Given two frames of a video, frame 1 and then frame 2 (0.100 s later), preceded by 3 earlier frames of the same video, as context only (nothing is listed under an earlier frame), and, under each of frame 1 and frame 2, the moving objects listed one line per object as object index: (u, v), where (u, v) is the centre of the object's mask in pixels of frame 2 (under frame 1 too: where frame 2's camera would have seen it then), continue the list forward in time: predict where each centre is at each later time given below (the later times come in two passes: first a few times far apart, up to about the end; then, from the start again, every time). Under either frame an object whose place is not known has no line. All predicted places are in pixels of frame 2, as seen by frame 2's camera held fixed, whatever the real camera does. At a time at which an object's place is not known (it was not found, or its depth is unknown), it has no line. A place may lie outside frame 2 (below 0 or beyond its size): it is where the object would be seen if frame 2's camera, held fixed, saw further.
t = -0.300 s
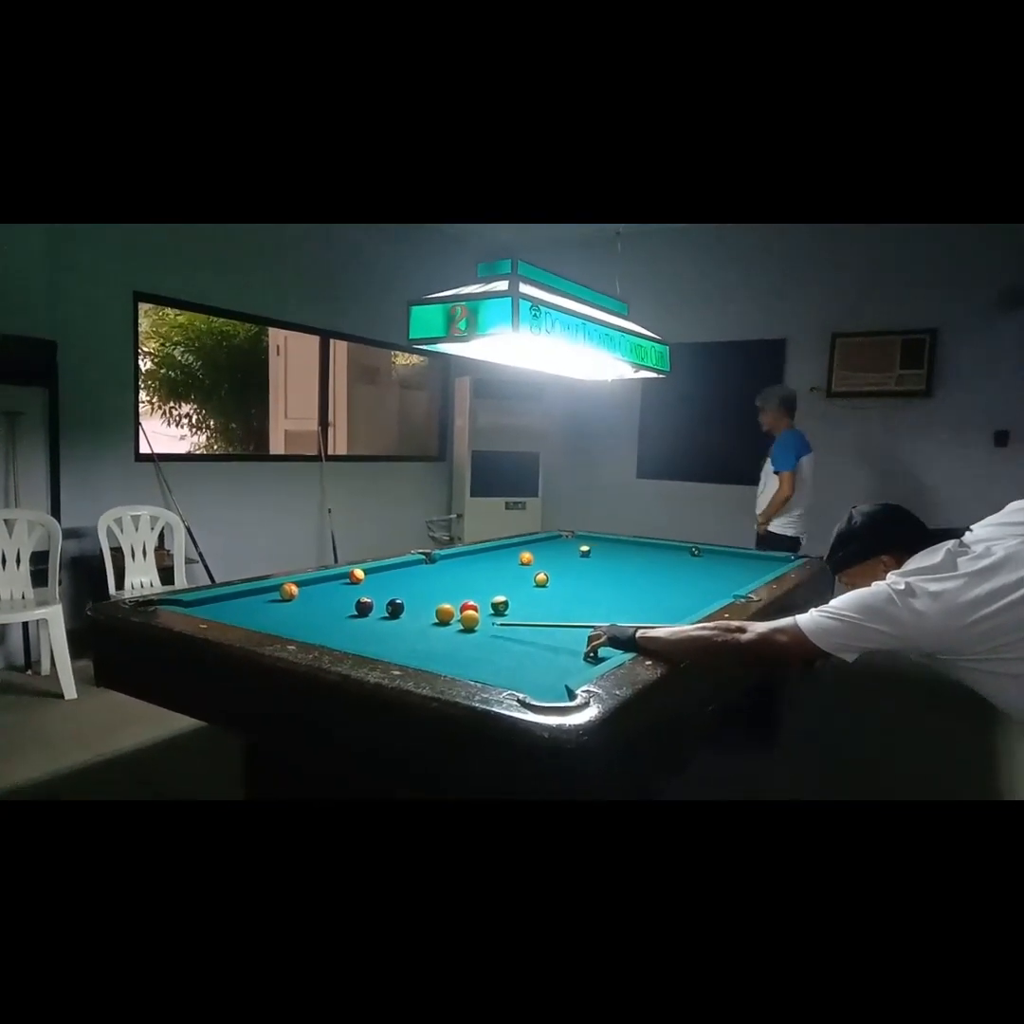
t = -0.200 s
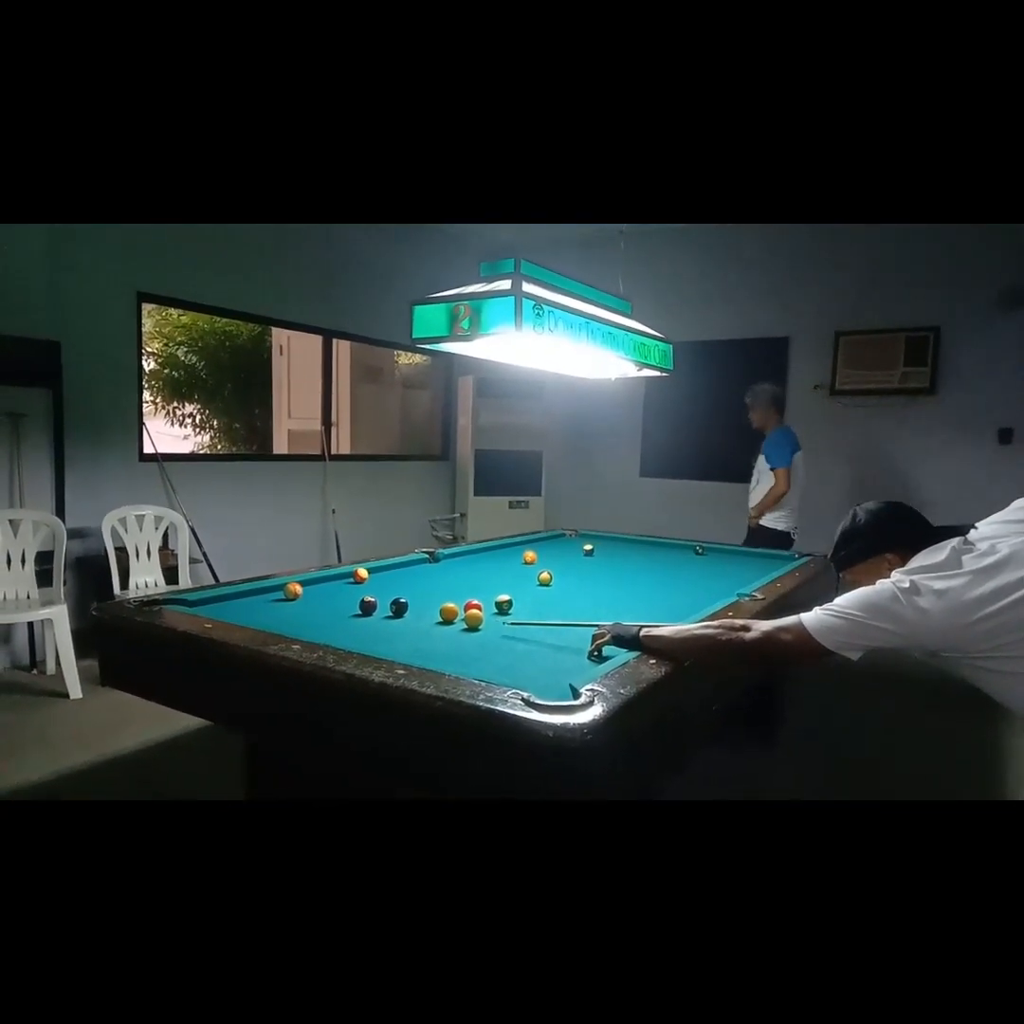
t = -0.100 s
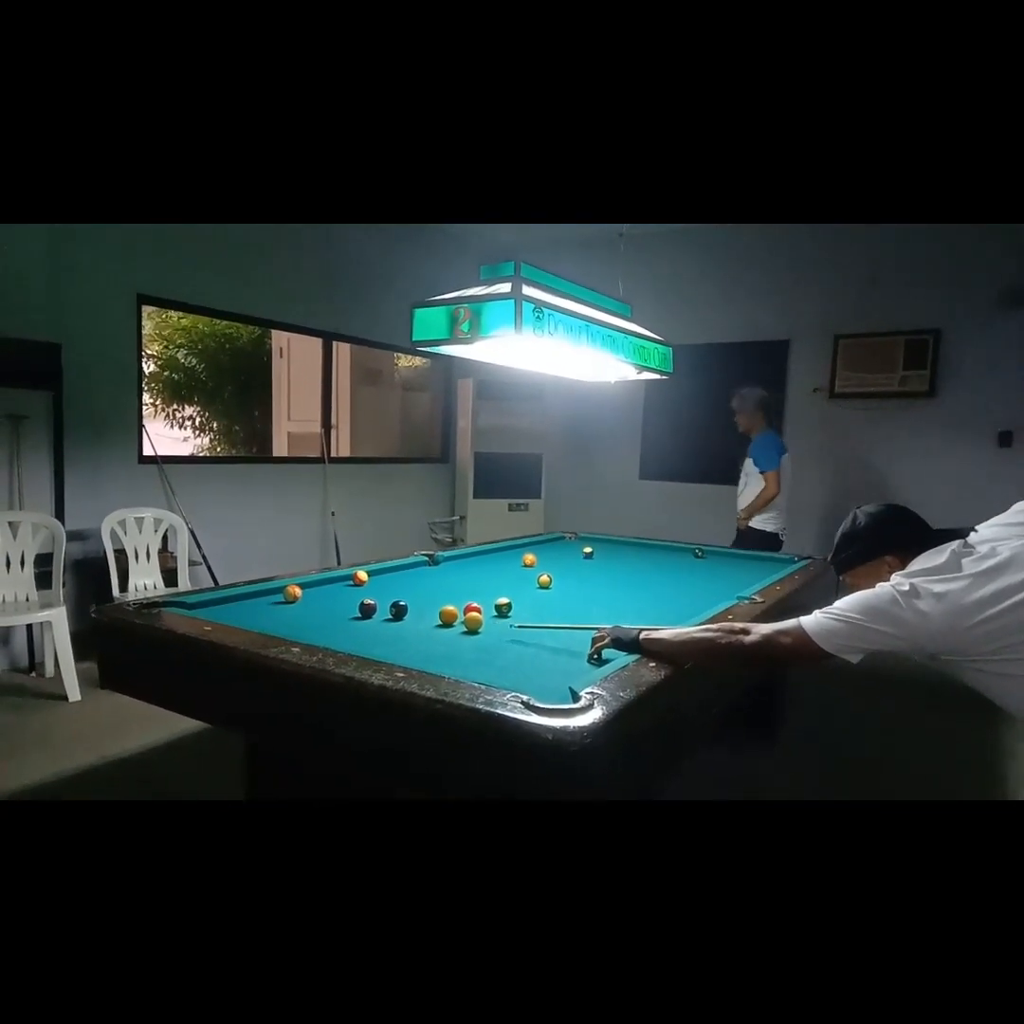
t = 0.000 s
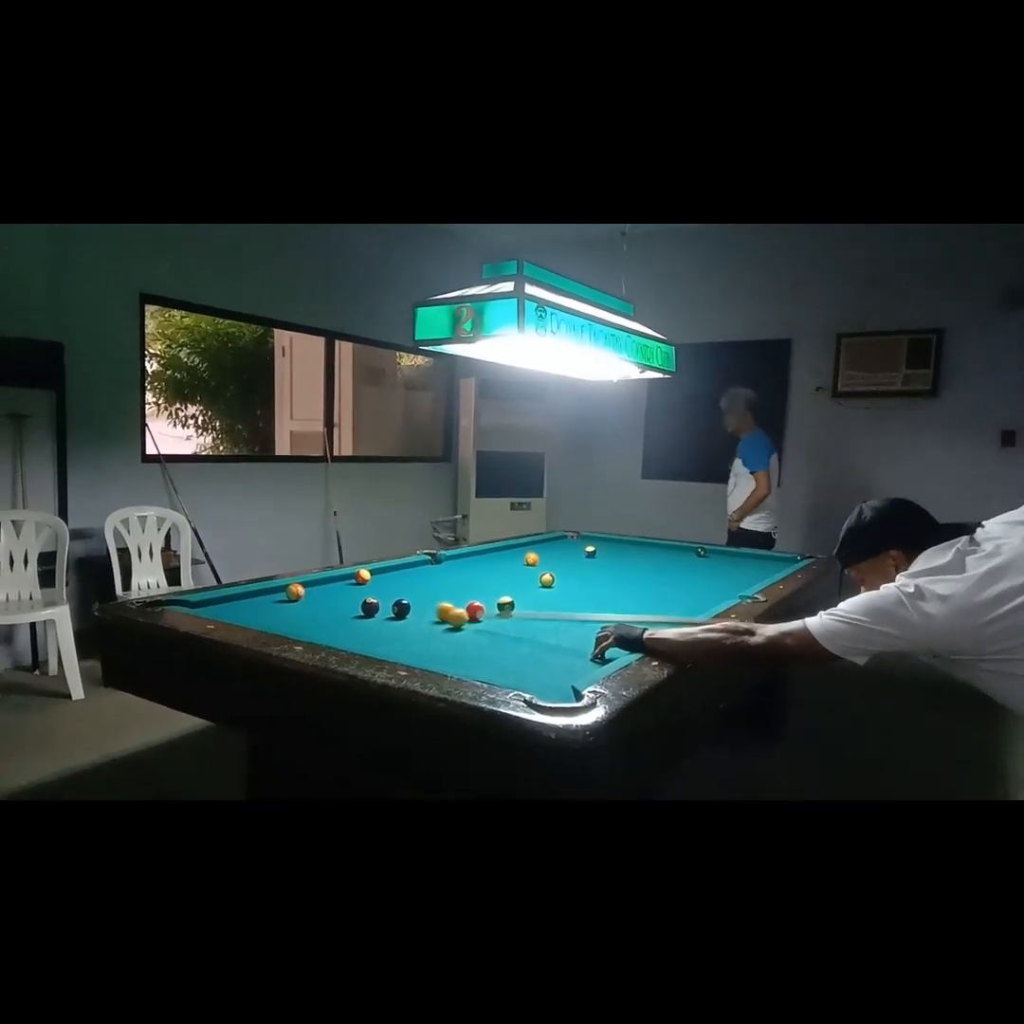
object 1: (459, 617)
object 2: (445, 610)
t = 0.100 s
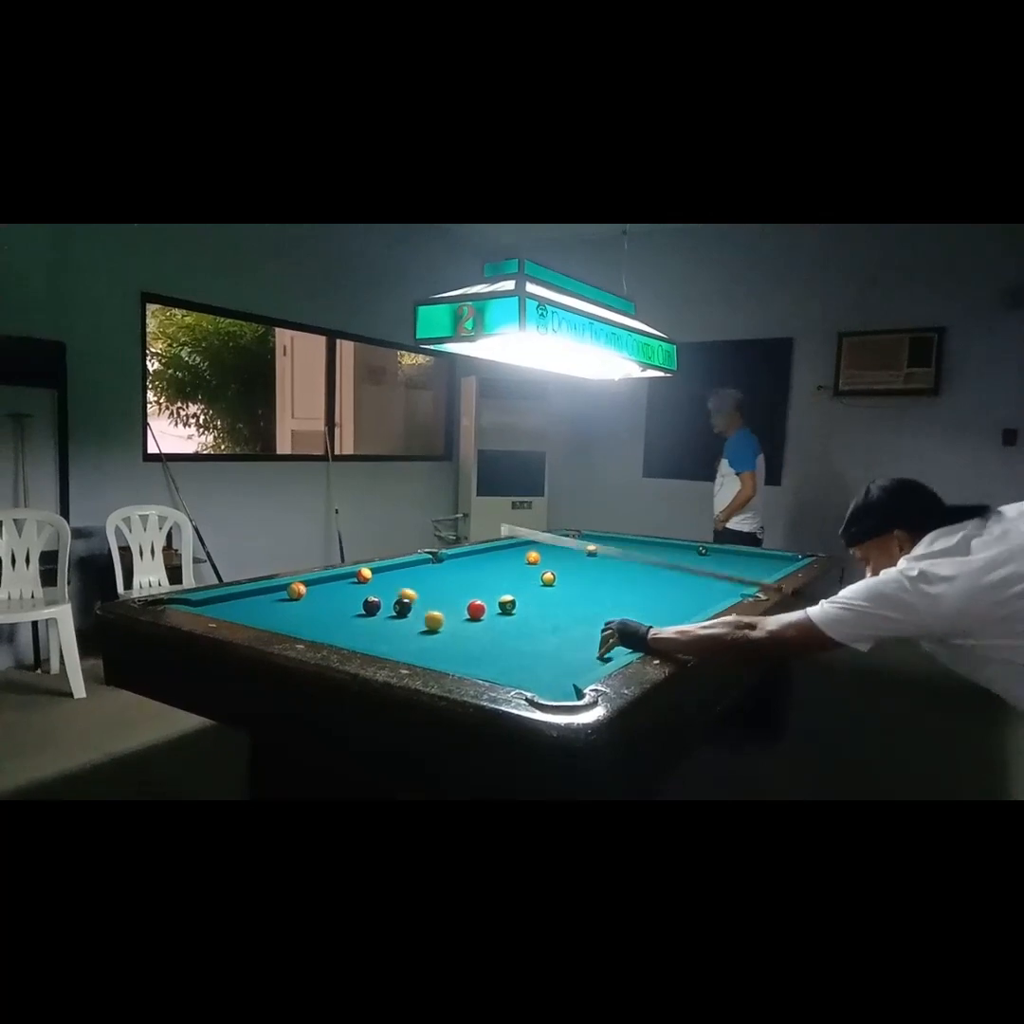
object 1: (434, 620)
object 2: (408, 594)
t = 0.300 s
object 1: (404, 628)
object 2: (351, 579)
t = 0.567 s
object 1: (371, 637)
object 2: (372, 582)
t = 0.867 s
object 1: (362, 635)
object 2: (405, 588)
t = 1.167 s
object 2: (439, 595)
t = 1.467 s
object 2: (472, 601)
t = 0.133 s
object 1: (427, 621)
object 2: (396, 592)
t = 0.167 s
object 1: (422, 623)
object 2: (386, 589)
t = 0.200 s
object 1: (416, 624)
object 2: (377, 586)
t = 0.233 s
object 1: (412, 625)
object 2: (368, 584)
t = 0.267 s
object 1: (407, 627)
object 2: (358, 581)
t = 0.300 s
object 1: (404, 628)
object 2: (351, 579)
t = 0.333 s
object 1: (400, 630)
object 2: (344, 575)
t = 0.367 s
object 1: (395, 630)
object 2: (348, 575)
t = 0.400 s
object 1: (391, 632)
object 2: (353, 577)
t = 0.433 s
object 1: (388, 634)
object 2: (357, 578)
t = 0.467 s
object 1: (386, 635)
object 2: (362, 579)
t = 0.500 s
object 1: (381, 636)
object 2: (365, 580)
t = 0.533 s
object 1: (376, 636)
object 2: (369, 581)
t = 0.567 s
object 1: (371, 637)
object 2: (372, 582)
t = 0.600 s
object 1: (367, 638)
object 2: (376, 582)
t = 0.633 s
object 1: (363, 638)
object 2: (380, 583)
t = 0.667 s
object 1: (361, 637)
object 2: (384, 584)
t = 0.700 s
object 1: (362, 637)
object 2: (387, 584)
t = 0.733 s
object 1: (362, 637)
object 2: (390, 585)
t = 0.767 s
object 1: (362, 637)
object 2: (394, 586)
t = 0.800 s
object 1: (362, 636)
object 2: (398, 587)
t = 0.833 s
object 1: (362, 636)
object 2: (402, 588)
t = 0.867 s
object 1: (362, 635)
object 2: (405, 588)
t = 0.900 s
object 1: (363, 635)
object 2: (409, 589)
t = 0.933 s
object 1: (362, 634)
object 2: (413, 590)
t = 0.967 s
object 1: (362, 634)
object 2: (416, 591)
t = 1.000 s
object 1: (362, 633)
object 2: (420, 592)
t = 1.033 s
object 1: (363, 633)
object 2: (424, 593)
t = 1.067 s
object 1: (363, 632)
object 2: (428, 593)
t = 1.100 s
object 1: (364, 631)
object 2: (432, 594)
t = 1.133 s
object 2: (435, 595)
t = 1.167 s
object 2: (439, 595)
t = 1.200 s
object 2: (443, 596)
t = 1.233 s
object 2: (446, 598)
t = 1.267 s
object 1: (365, 629)
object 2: (450, 598)
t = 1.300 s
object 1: (365, 628)
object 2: (454, 599)
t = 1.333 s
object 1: (365, 627)
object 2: (458, 600)
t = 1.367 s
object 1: (366, 627)
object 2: (462, 601)
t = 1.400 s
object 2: (465, 602)
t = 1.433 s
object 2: (469, 601)
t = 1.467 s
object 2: (472, 601)
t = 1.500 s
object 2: (474, 600)
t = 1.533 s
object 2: (478, 599)
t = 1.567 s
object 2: (484, 599)
